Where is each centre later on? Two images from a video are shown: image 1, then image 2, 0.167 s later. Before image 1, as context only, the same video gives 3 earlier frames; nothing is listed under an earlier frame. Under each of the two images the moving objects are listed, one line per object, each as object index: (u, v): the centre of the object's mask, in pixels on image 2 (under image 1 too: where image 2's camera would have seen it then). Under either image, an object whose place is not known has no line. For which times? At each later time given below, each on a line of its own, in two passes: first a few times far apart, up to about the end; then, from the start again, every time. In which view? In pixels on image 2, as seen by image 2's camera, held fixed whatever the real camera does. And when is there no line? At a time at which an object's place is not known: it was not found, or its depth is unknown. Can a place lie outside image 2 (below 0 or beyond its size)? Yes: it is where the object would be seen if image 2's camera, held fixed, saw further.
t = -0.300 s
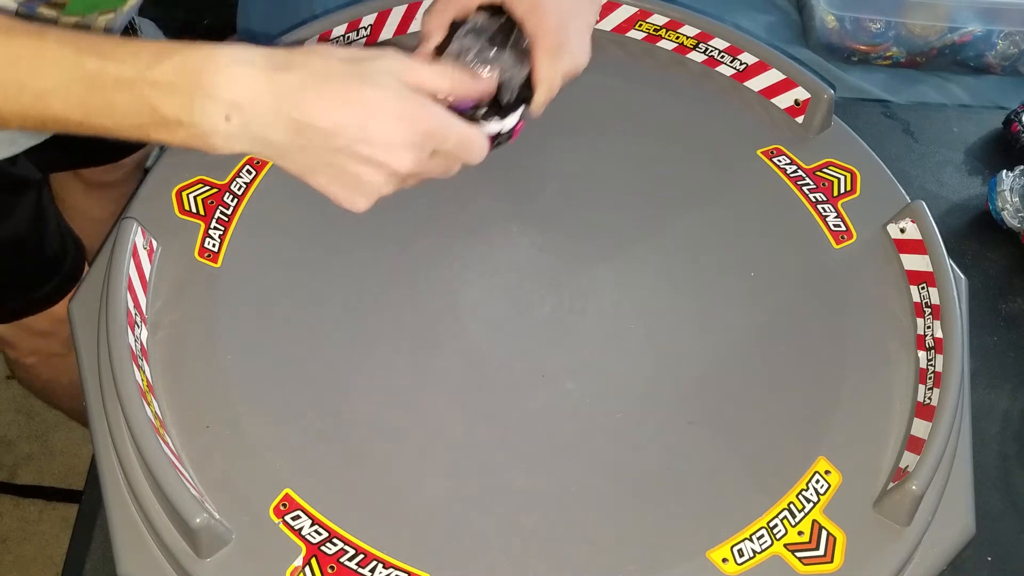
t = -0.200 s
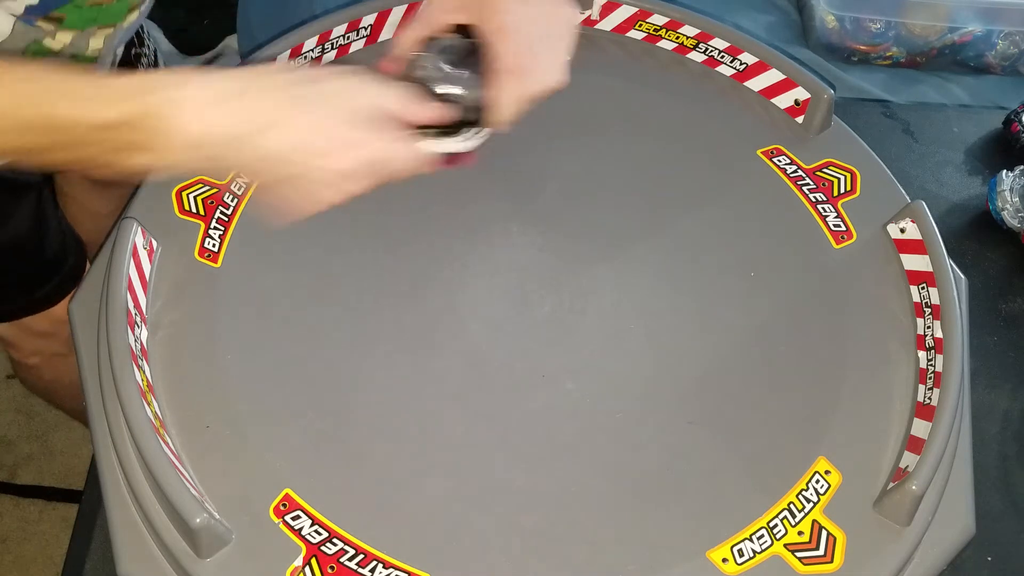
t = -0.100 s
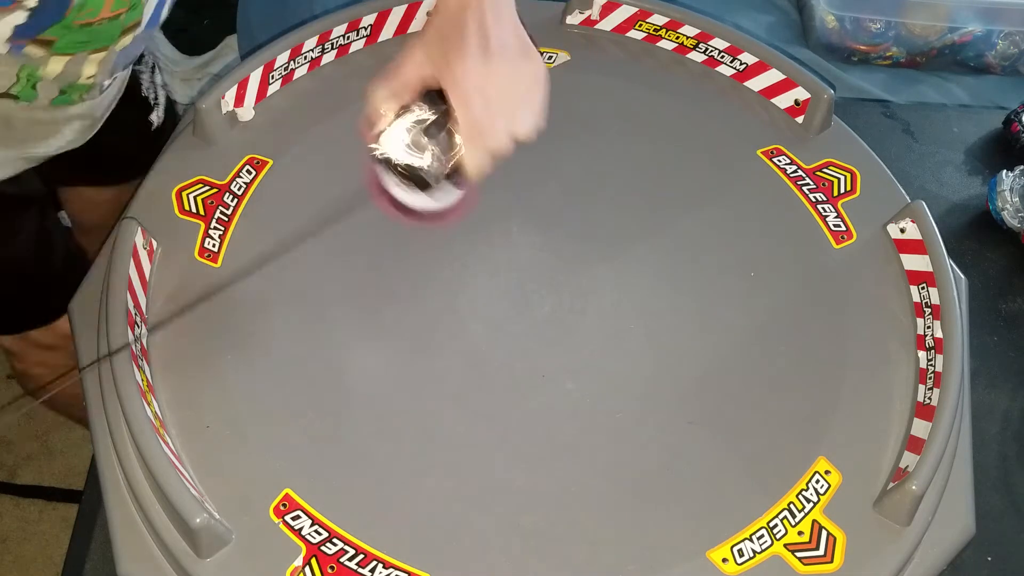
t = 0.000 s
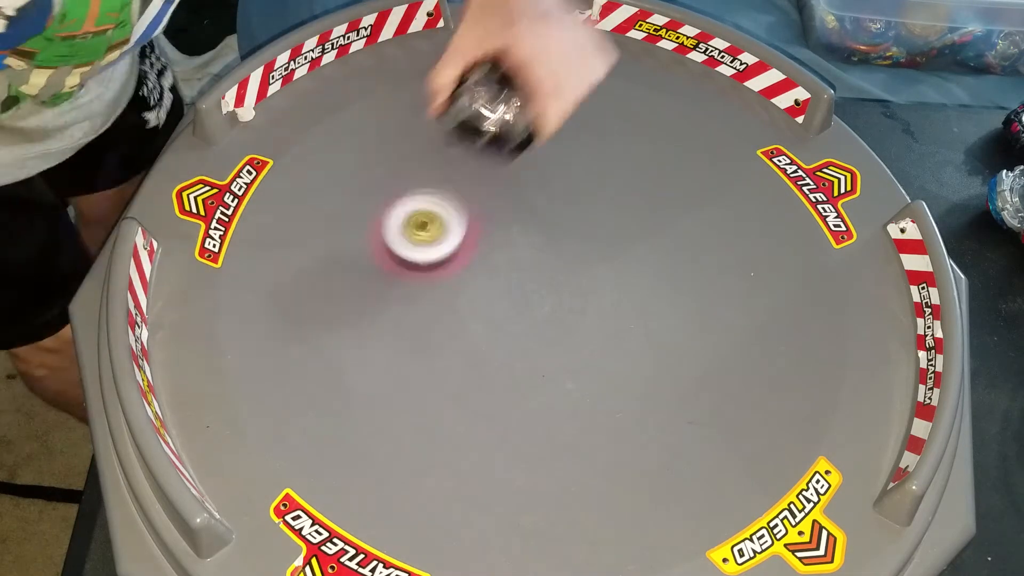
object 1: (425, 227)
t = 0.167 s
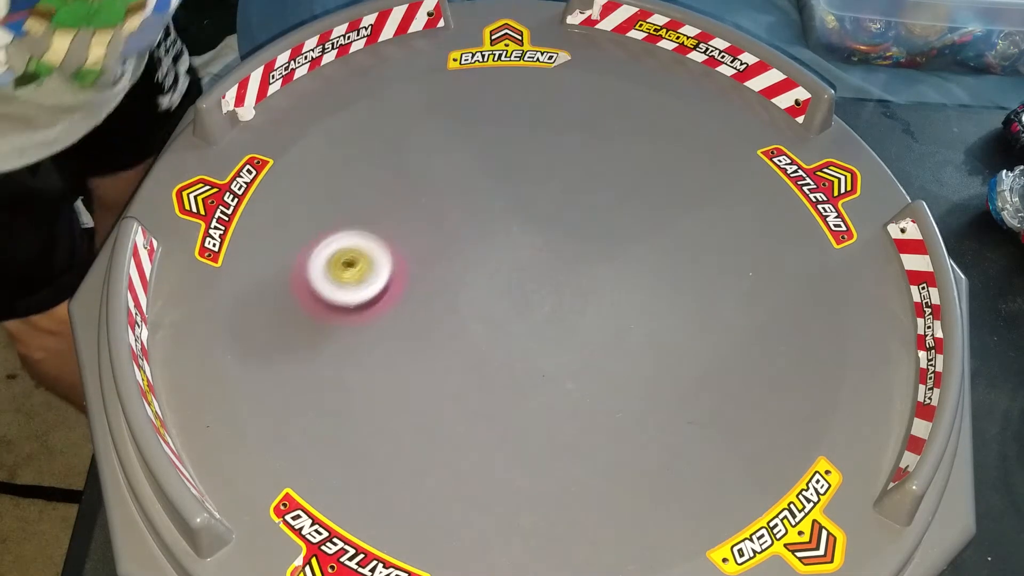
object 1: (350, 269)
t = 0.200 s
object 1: (343, 281)
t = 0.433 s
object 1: (454, 405)
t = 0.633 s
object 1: (665, 397)
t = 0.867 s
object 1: (753, 218)
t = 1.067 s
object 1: (614, 68)
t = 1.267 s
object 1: (338, 82)
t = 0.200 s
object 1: (343, 281)
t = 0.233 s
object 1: (342, 297)
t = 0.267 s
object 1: (348, 315)
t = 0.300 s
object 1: (358, 334)
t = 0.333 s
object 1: (373, 353)
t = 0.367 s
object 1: (395, 372)
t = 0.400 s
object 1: (422, 390)
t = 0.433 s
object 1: (454, 405)
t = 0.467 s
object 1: (489, 416)
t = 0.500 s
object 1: (525, 422)
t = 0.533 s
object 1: (562, 423)
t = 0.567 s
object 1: (598, 419)
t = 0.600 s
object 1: (633, 410)
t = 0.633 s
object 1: (665, 397)
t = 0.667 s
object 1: (694, 380)
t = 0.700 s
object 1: (717, 358)
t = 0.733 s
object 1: (736, 333)
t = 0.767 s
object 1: (749, 306)
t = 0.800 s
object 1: (757, 277)
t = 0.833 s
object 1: (758, 247)
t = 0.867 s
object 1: (753, 218)
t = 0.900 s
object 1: (743, 188)
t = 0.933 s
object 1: (727, 159)
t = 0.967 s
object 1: (707, 132)
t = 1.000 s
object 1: (680, 107)
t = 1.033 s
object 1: (649, 86)
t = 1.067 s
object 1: (614, 68)
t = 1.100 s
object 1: (578, 54)
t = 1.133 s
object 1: (540, 44)
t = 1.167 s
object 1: (492, 37)
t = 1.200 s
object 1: (411, 47)
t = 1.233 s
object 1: (373, 61)
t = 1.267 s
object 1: (338, 82)
